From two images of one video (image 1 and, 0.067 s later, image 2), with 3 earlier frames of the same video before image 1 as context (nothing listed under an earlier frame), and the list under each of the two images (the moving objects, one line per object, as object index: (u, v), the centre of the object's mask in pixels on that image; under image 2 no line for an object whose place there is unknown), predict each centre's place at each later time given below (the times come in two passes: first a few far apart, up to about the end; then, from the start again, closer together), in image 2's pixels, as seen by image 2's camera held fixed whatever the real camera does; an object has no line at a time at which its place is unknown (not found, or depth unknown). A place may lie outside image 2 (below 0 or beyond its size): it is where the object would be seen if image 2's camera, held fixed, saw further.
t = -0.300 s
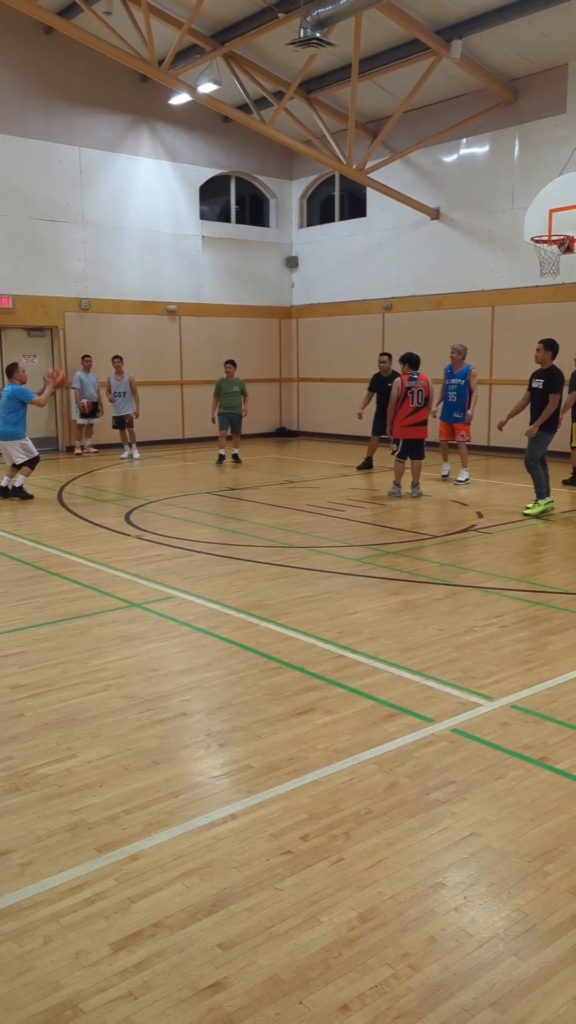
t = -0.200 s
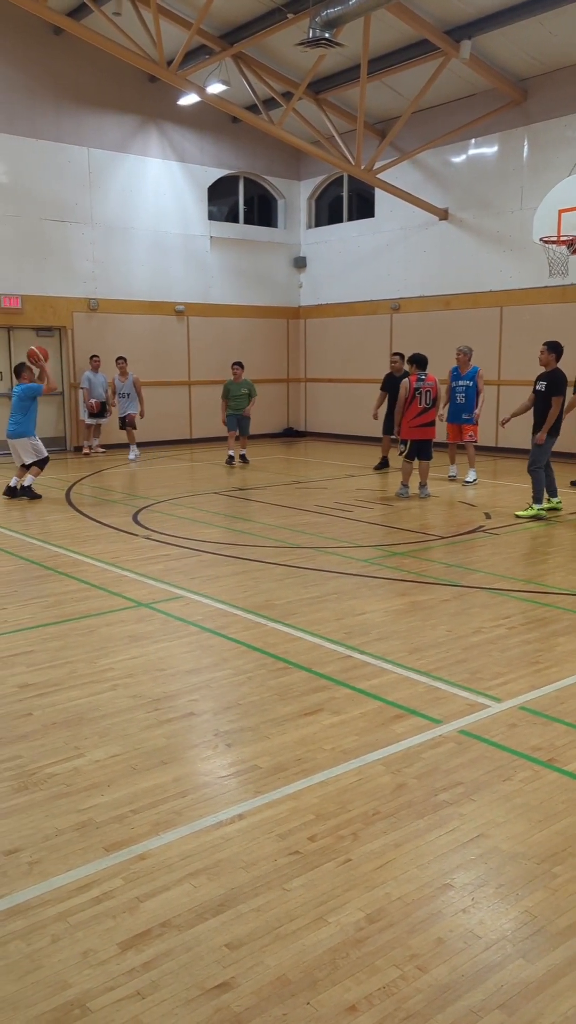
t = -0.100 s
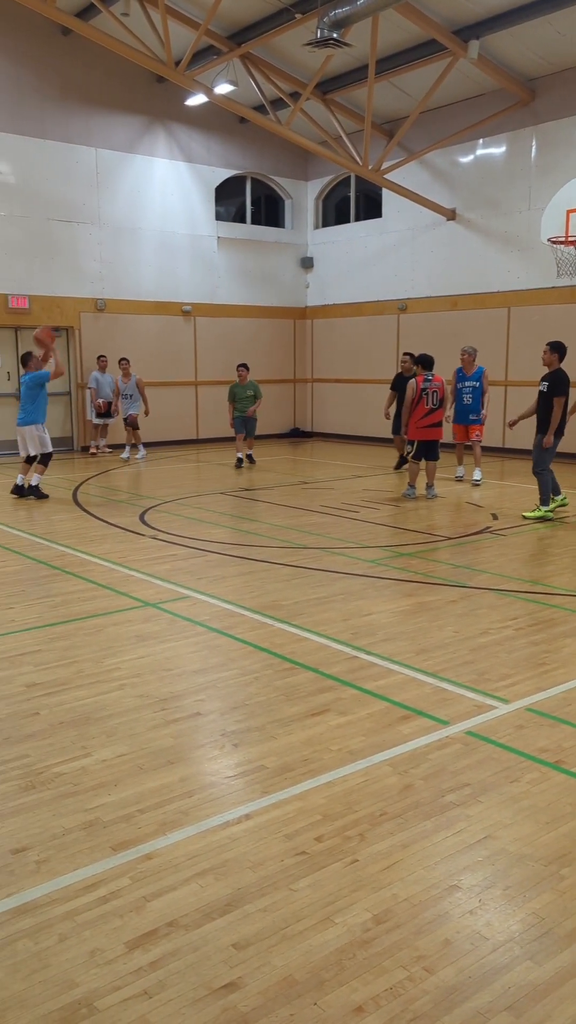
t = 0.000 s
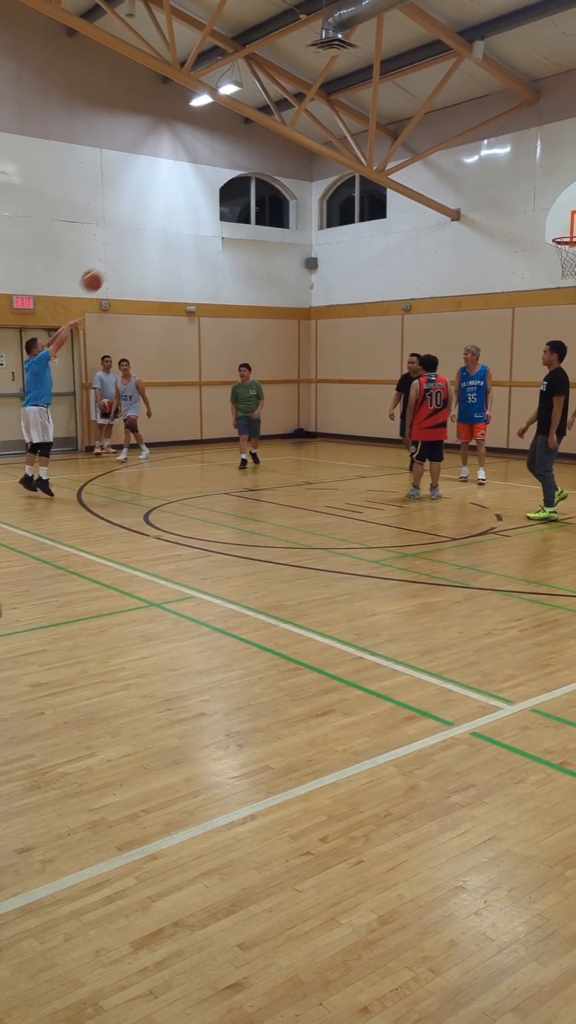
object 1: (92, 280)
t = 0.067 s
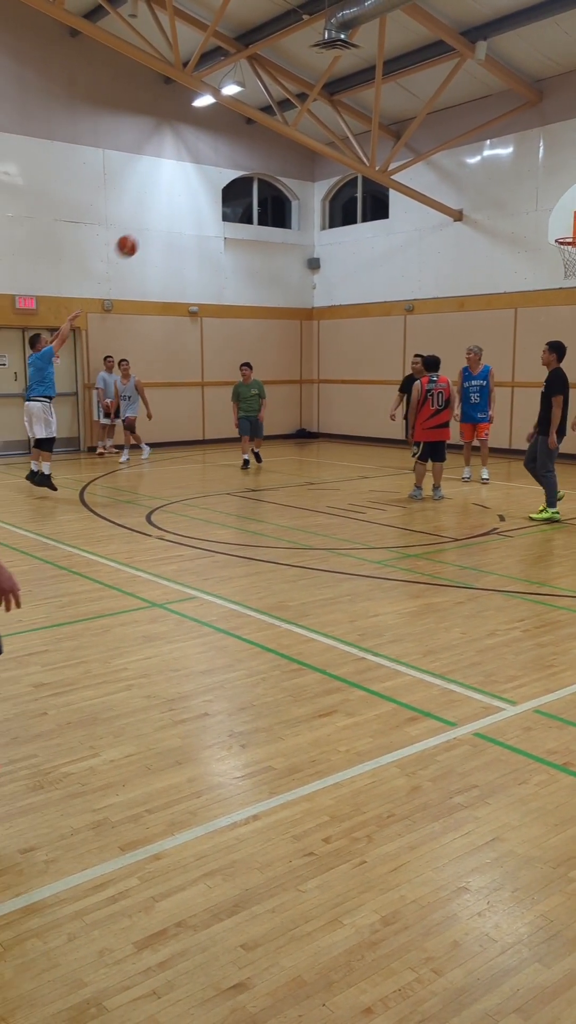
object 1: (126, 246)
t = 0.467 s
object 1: (314, 126)
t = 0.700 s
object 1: (414, 123)
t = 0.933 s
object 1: (509, 167)
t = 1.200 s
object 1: (565, 253)
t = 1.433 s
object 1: (542, 249)
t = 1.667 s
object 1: (526, 278)
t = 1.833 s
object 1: (513, 323)
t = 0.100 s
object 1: (142, 231)
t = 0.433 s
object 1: (298, 131)
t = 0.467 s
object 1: (314, 126)
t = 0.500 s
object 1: (329, 123)
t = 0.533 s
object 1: (343, 120)
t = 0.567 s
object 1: (359, 118)
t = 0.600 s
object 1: (372, 118)
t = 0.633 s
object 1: (387, 119)
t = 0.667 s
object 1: (401, 121)
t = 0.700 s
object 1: (414, 123)
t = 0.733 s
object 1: (429, 126)
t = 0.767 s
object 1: (443, 131)
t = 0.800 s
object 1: (457, 137)
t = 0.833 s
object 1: (471, 143)
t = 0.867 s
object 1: (483, 150)
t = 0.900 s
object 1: (496, 159)
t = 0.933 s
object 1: (509, 167)
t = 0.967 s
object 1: (521, 177)
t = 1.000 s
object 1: (533, 187)
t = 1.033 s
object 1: (544, 198)
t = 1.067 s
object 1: (556, 209)
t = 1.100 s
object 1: (568, 223)
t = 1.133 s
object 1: (581, 233)
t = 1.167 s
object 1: (576, 246)
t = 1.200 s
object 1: (565, 253)
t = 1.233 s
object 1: (555, 258)
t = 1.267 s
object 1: (550, 256)
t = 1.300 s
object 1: (548, 253)
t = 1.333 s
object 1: (547, 251)
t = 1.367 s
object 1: (546, 249)
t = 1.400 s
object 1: (544, 249)
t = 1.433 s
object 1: (542, 249)
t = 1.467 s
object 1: (540, 250)
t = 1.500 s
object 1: (538, 253)
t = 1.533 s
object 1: (536, 256)
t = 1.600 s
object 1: (531, 265)
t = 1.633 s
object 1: (528, 271)
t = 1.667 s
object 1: (526, 278)
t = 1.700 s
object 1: (524, 285)
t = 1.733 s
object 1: (521, 294)
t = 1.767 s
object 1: (519, 303)
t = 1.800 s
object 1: (516, 313)
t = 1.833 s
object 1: (513, 323)
